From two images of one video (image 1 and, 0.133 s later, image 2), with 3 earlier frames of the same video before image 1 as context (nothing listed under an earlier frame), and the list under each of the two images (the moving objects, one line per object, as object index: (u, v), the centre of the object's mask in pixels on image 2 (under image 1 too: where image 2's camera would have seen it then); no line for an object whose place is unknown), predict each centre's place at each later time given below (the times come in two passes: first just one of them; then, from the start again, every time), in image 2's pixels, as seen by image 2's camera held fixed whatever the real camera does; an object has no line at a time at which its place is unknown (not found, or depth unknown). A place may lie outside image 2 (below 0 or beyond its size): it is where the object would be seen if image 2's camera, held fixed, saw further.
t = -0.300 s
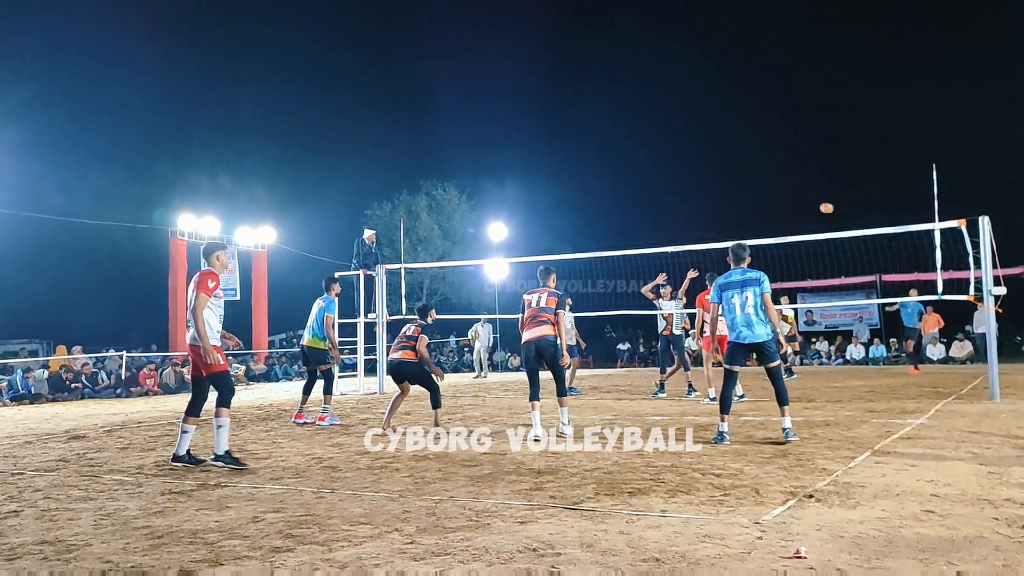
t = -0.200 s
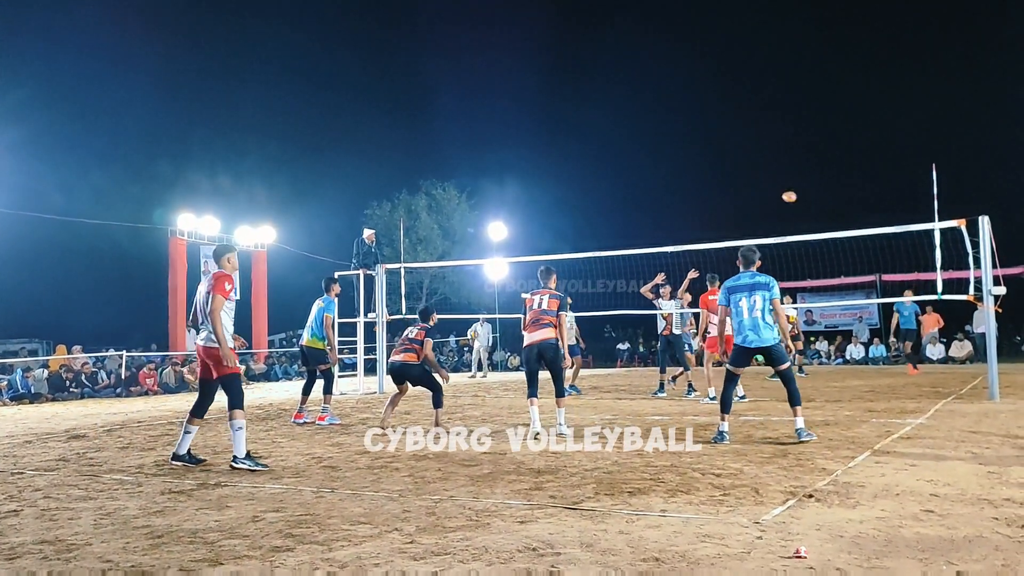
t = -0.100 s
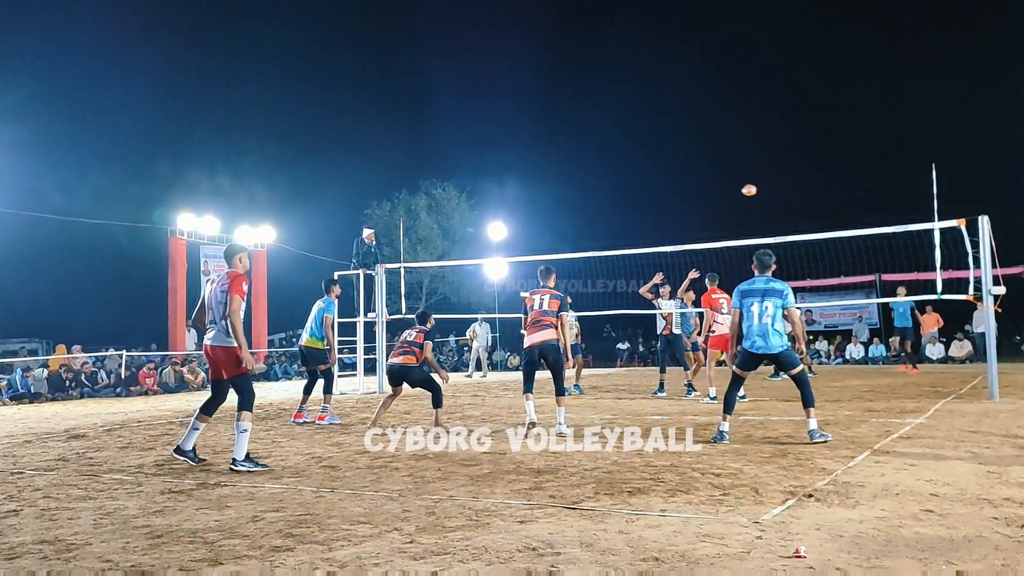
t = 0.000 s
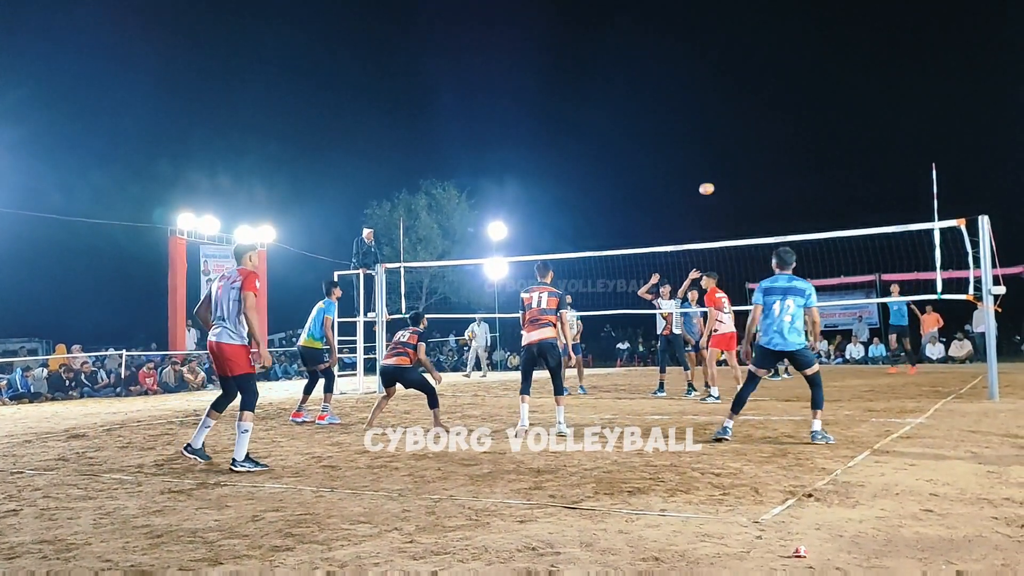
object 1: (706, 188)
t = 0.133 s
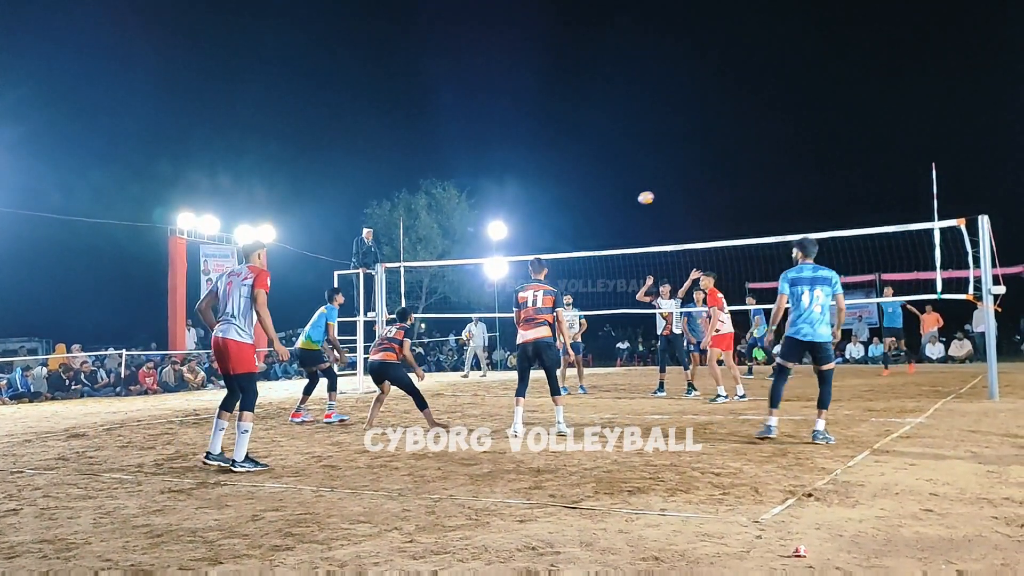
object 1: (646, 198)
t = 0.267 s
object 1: (581, 220)
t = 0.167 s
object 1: (630, 202)
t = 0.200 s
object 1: (614, 207)
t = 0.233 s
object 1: (598, 213)
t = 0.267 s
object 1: (581, 220)
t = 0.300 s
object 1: (564, 227)
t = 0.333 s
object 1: (546, 236)
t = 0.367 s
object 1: (528, 245)
